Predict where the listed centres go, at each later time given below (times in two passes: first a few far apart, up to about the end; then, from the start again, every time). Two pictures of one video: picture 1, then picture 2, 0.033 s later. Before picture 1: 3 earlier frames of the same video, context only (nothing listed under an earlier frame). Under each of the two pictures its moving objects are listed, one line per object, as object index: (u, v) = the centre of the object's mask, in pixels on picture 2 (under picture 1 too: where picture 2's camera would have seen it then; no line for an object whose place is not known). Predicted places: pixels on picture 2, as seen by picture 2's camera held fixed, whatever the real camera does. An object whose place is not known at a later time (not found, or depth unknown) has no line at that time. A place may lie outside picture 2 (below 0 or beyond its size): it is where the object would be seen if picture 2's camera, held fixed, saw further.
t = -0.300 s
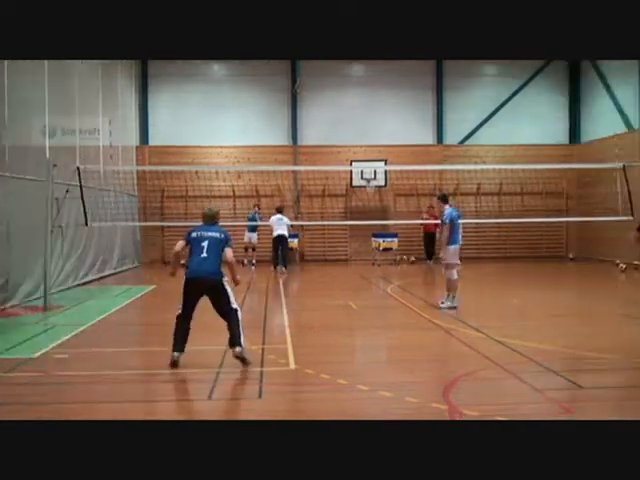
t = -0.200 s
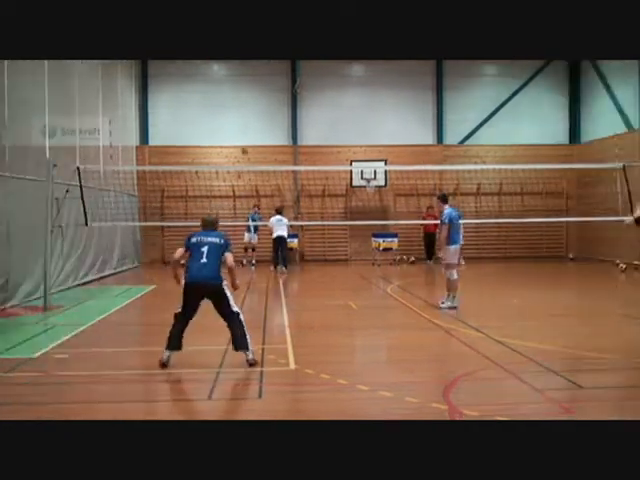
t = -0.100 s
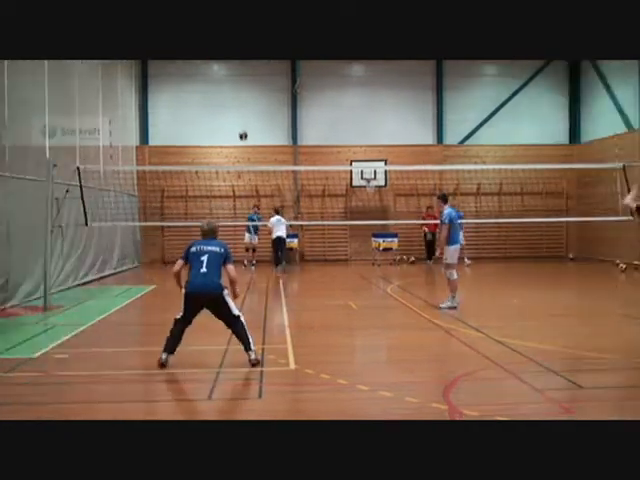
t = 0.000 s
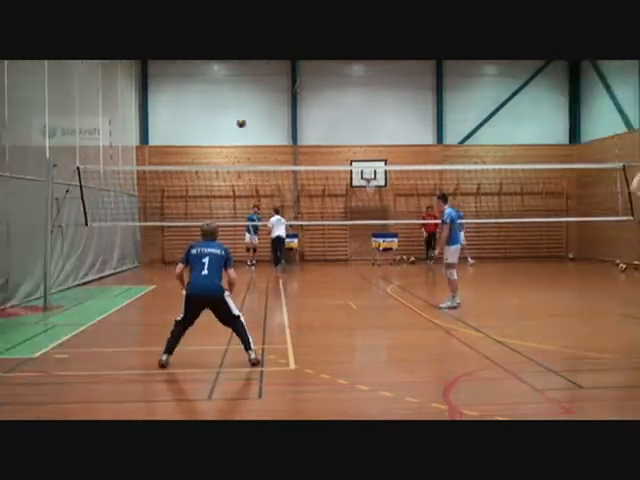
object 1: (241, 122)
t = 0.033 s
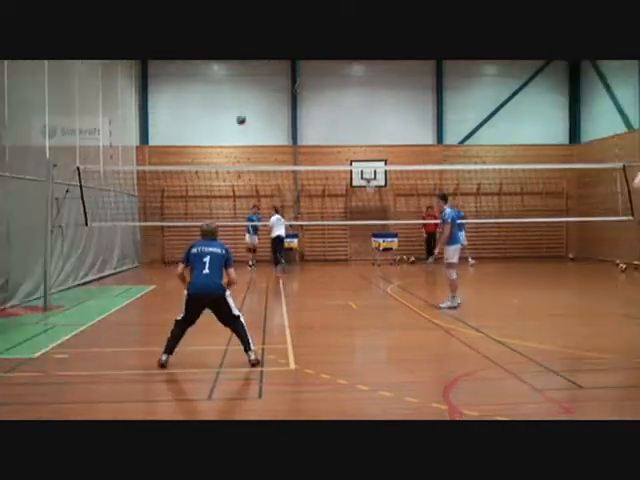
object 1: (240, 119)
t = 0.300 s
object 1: (235, 107)
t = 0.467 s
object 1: (233, 122)
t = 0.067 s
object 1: (240, 115)
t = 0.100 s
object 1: (239, 112)
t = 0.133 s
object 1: (239, 110)
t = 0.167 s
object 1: (238, 109)
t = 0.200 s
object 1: (238, 108)
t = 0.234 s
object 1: (236, 107)
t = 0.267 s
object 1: (236, 107)
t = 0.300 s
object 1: (235, 107)
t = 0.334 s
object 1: (235, 108)
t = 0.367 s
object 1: (234, 110)
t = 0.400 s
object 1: (234, 113)
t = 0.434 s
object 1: (234, 118)
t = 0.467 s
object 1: (233, 122)
